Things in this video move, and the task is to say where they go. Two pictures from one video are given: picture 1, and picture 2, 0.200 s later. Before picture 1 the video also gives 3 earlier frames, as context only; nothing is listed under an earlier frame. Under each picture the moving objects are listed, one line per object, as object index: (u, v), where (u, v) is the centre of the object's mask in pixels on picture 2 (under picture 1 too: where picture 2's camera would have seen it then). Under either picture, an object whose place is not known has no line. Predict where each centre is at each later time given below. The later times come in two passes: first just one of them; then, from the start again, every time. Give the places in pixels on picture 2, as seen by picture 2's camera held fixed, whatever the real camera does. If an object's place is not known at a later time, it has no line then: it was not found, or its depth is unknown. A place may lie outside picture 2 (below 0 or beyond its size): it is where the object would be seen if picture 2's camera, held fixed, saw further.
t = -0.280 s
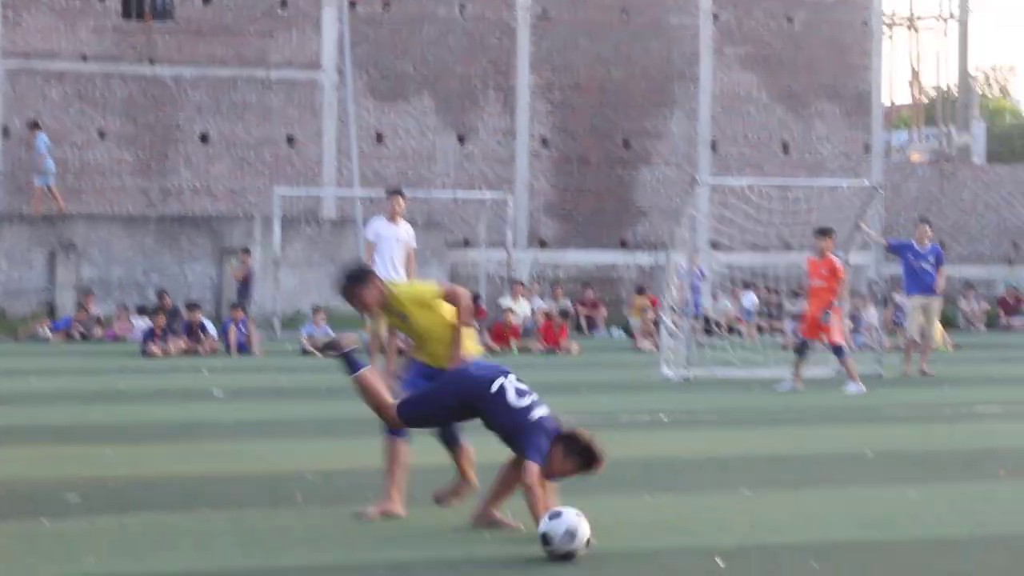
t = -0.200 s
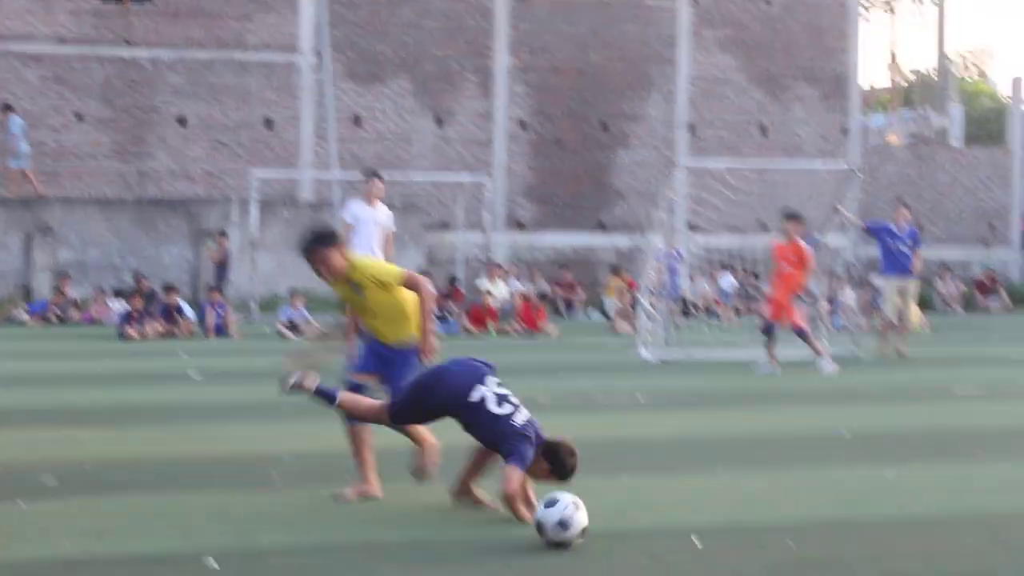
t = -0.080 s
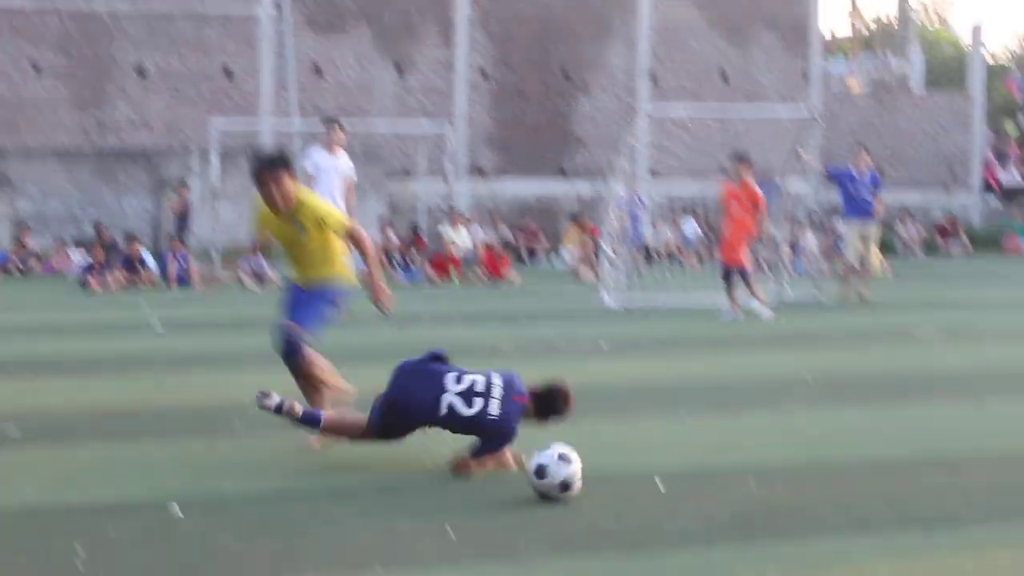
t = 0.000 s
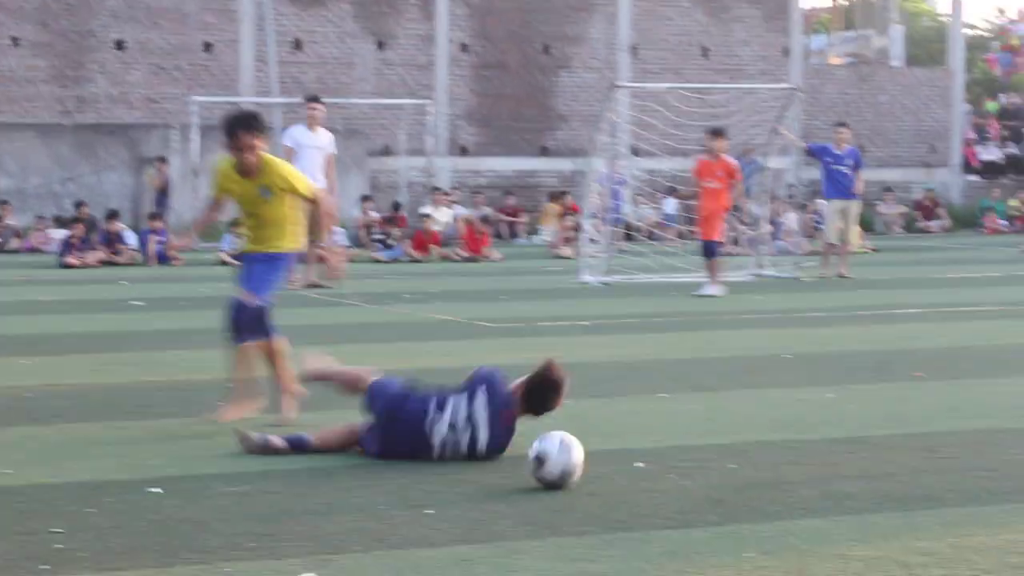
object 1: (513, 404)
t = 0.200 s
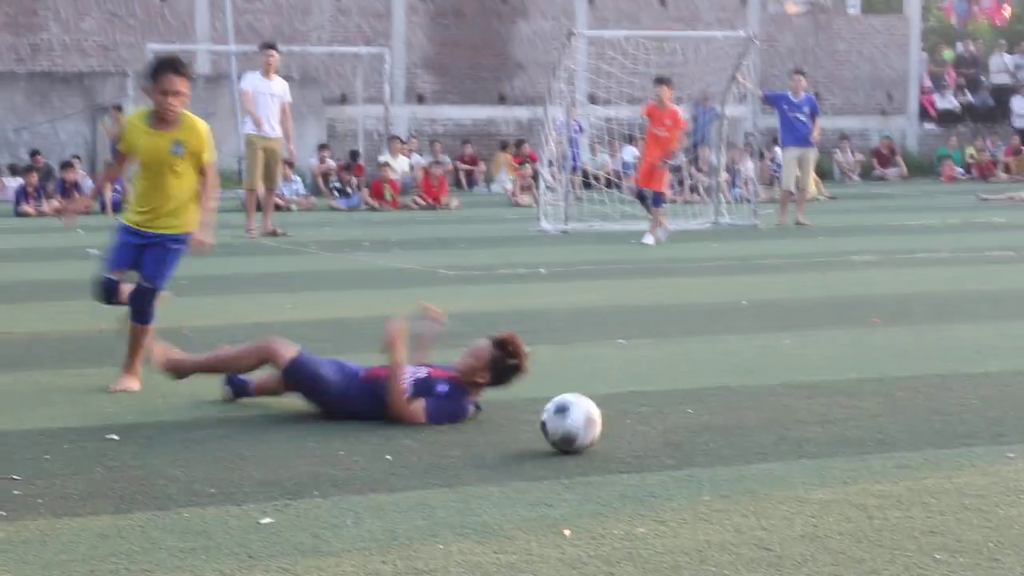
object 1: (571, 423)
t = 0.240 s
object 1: (582, 425)
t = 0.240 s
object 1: (582, 425)
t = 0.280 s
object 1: (595, 430)
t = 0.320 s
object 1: (607, 434)
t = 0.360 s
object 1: (619, 437)
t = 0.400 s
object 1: (631, 440)
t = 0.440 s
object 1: (645, 445)
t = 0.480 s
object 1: (657, 447)
